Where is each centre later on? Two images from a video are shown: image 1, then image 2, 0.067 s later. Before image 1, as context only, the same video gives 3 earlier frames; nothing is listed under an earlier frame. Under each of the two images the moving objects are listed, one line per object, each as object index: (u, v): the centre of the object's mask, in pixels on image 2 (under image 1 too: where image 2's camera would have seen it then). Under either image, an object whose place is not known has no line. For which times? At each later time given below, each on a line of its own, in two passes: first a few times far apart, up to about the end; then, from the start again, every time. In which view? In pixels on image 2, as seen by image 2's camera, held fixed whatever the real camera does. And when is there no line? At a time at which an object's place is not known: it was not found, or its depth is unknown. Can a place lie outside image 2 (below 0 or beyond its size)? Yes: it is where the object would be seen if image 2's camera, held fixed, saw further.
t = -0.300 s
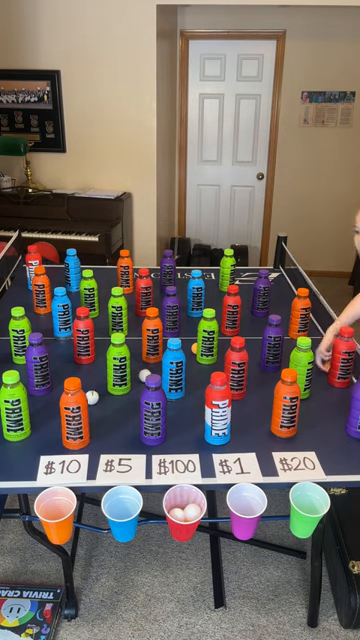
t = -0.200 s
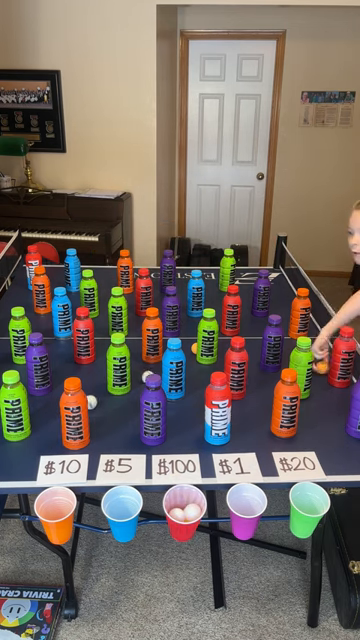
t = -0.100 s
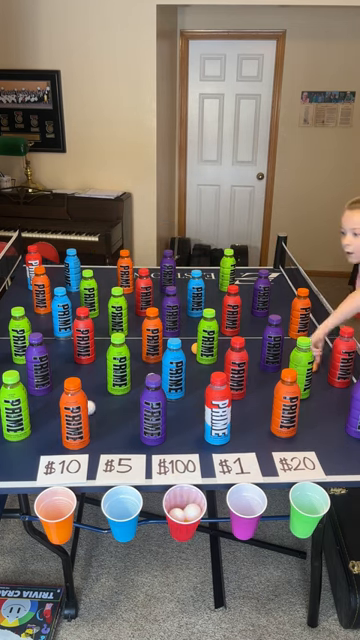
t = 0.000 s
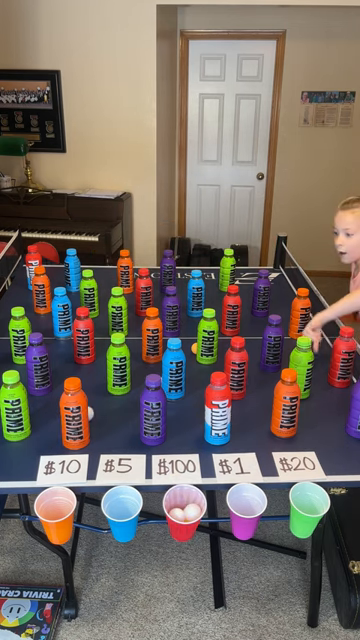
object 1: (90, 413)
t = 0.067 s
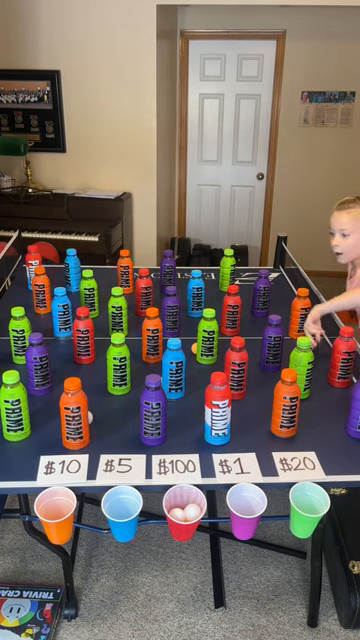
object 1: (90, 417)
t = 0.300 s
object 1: (92, 421)
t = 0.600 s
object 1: (96, 424)
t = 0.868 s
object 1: (101, 431)
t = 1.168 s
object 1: (108, 444)
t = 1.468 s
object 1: (115, 461)
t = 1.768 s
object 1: (122, 484)
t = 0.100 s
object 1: (90, 419)
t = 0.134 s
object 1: (90, 422)
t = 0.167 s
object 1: (90, 421)
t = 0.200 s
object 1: (90, 421)
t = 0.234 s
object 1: (91, 421)
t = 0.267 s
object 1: (91, 421)
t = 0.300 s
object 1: (92, 421)
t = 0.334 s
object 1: (92, 421)
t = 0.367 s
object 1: (92, 421)
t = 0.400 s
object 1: (93, 422)
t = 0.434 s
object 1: (93, 422)
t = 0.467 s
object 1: (94, 422)
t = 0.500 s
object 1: (94, 423)
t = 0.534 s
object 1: (95, 423)
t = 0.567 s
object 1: (95, 424)
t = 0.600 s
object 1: (96, 424)
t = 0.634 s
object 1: (96, 425)
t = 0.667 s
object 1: (97, 426)
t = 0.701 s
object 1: (98, 426)
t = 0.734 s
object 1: (98, 427)
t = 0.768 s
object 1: (99, 428)
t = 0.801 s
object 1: (100, 429)
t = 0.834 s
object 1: (101, 430)
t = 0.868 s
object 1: (101, 431)
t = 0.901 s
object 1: (102, 432)
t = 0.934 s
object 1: (103, 433)
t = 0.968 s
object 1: (104, 435)
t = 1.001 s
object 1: (104, 436)
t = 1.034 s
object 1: (105, 437)
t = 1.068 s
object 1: (106, 439)
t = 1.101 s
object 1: (107, 440)
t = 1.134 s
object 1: (107, 442)
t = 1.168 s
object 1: (108, 444)
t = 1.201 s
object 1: (109, 445)
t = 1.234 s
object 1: (110, 447)
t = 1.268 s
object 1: (110, 448)
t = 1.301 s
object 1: (111, 451)
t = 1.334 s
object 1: (112, 453)
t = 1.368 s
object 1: (112, 455)
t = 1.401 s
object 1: (113, 457)
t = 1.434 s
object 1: (114, 459)
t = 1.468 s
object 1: (115, 461)
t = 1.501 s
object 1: (115, 464)
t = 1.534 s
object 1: (116, 466)
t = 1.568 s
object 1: (117, 470)
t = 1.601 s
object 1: (118, 473)
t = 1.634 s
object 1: (119, 475)
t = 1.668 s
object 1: (120, 475)
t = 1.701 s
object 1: (120, 475)
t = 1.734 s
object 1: (120, 477)
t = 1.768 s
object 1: (122, 484)
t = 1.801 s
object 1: (123, 489)
